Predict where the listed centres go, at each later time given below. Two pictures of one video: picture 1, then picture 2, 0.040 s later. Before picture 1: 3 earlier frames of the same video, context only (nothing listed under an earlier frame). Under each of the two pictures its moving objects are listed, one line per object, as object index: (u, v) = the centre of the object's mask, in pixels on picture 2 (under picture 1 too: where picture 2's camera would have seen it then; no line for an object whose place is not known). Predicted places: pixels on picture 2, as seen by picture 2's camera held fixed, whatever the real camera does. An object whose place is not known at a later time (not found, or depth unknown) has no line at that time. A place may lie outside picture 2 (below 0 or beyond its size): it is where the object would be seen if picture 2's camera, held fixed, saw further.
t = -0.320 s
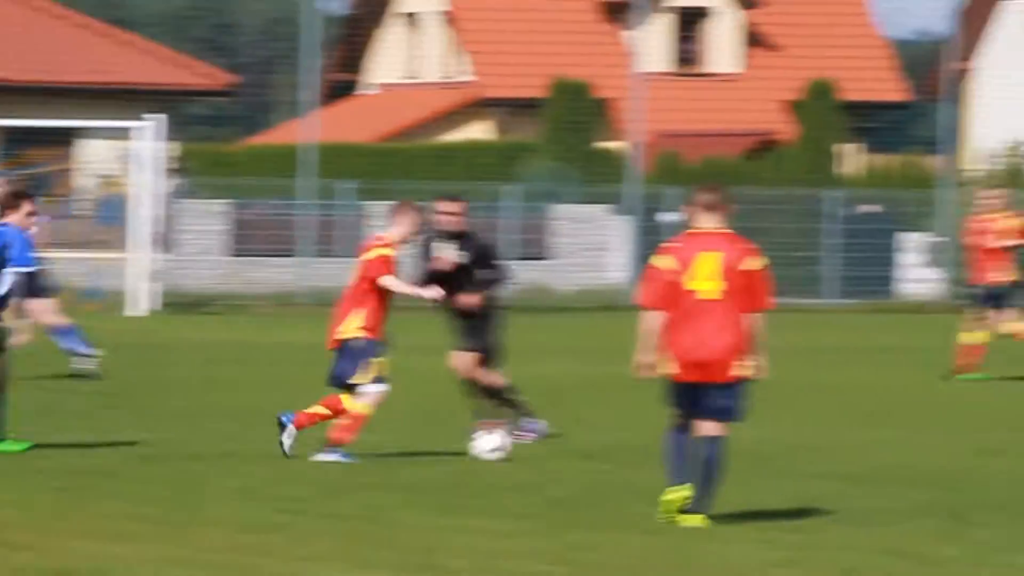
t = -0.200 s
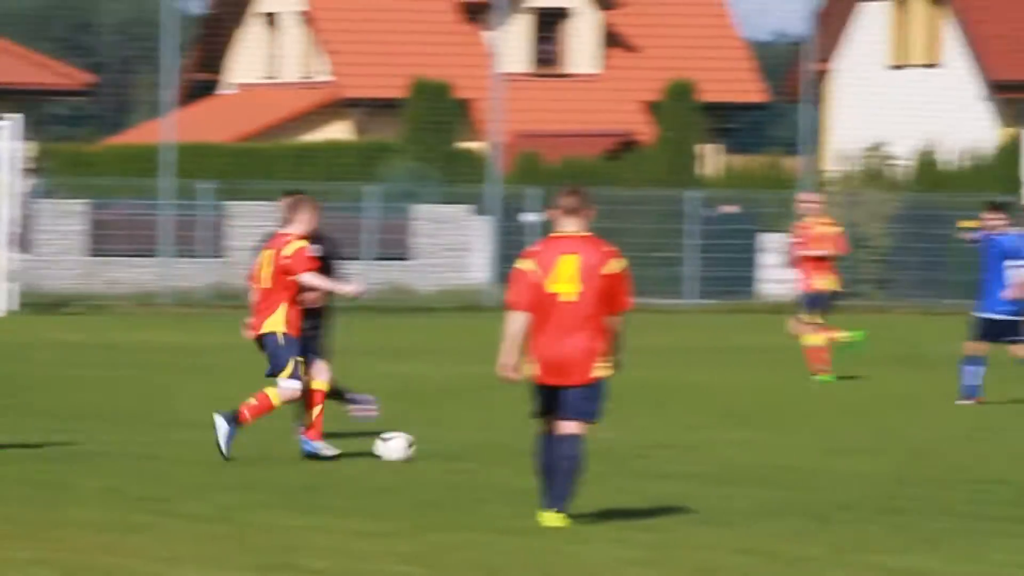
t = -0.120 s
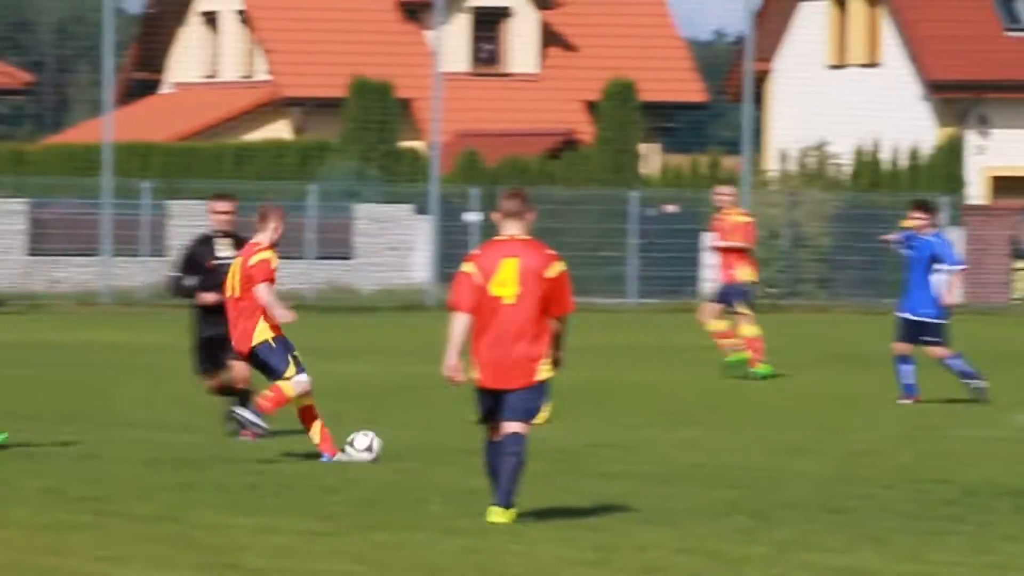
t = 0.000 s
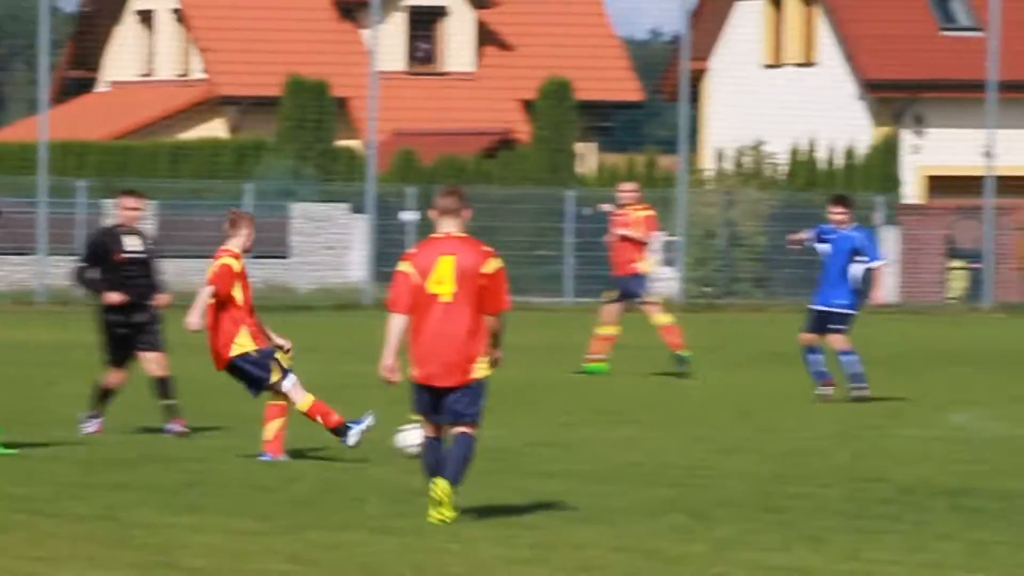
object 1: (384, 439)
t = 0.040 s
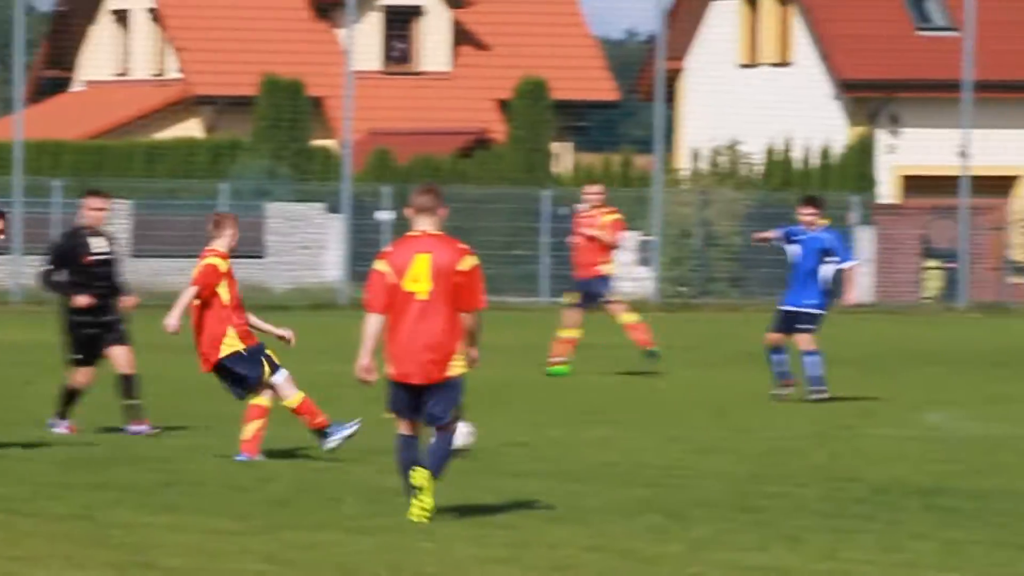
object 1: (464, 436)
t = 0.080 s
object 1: (512, 435)
